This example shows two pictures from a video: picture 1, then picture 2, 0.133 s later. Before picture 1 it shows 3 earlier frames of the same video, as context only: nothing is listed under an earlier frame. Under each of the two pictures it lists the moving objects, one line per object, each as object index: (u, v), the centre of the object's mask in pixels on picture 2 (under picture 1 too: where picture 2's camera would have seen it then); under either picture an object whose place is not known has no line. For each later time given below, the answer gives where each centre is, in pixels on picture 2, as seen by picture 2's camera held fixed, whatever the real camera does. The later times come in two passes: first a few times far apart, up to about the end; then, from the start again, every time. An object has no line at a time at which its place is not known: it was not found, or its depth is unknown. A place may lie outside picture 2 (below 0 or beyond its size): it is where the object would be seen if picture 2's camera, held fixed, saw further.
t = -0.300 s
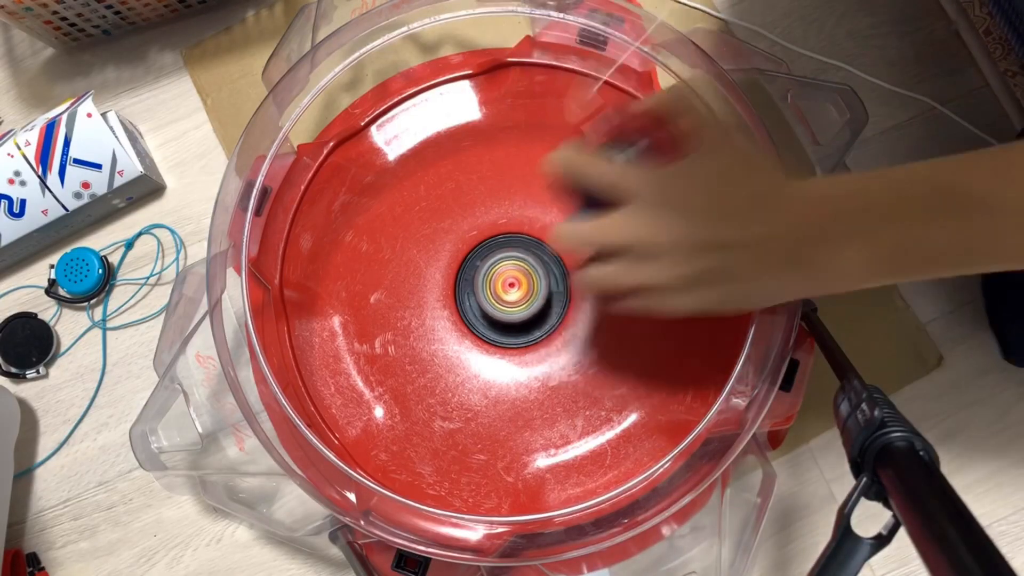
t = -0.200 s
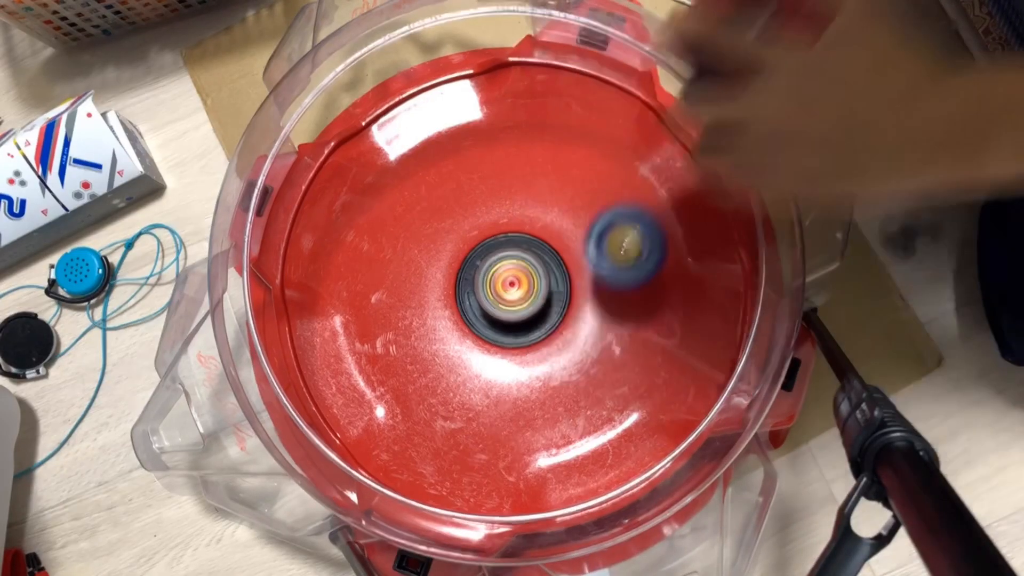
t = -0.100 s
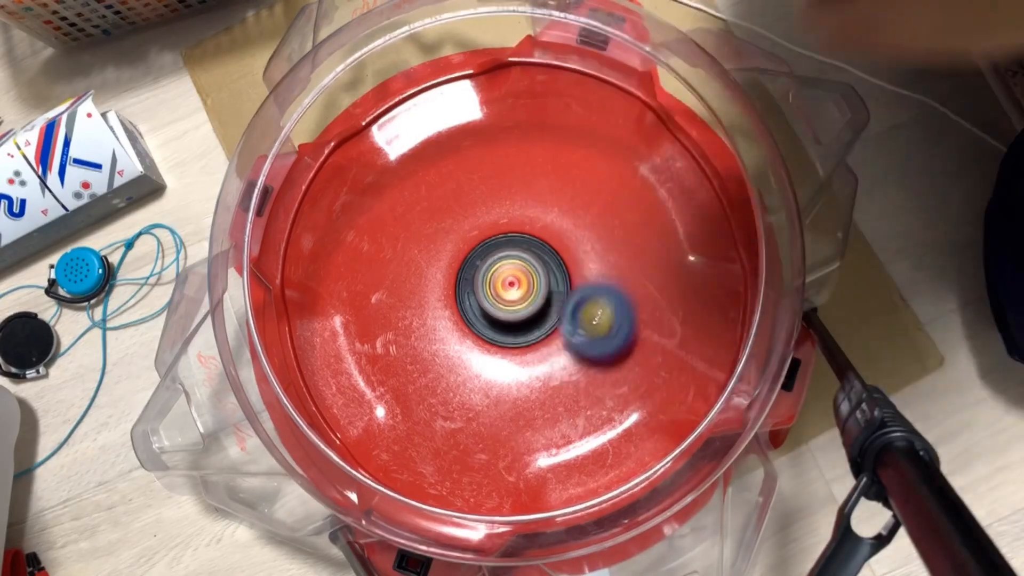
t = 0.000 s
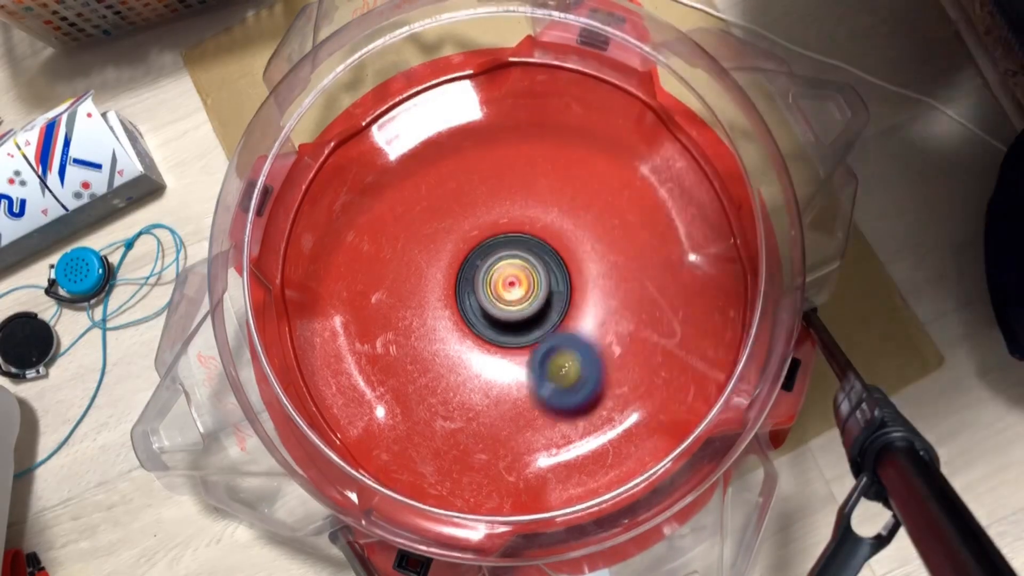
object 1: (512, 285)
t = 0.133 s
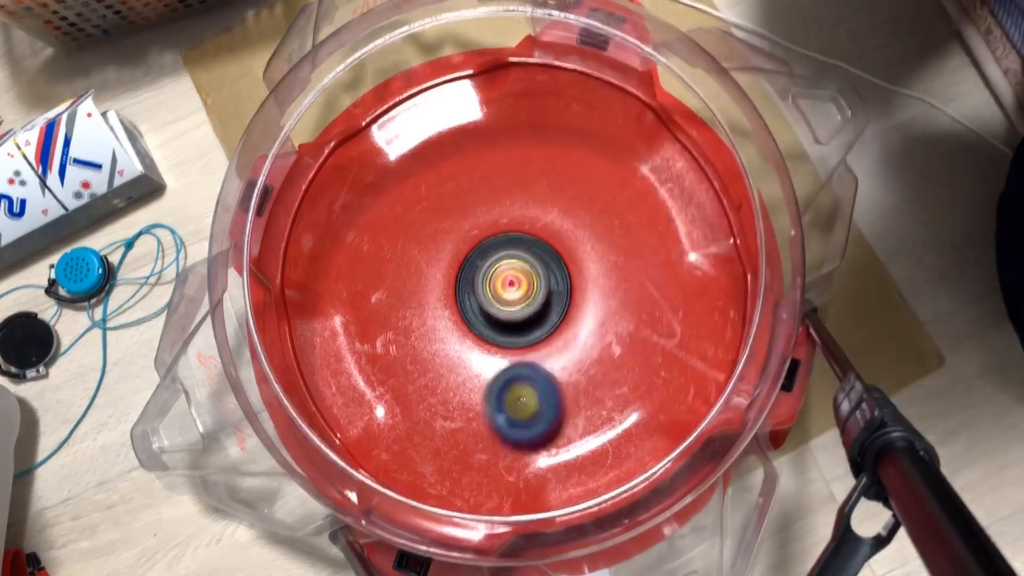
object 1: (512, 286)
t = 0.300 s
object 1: (512, 286)
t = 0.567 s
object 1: (512, 285)
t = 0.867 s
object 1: (512, 285)
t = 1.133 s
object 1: (512, 286)
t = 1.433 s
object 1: (512, 285)
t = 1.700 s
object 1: (513, 286)
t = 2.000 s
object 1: (513, 286)
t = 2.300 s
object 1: (515, 284)
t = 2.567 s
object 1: (513, 287)
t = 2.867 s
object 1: (513, 285)
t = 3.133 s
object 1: (483, 208)
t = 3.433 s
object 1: (458, 220)
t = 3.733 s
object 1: (478, 252)
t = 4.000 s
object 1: (400, 252)
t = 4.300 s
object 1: (440, 292)
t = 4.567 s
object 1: (521, 301)
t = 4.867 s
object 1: (508, 287)
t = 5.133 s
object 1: (511, 286)
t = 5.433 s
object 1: (512, 291)
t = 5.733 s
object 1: (519, 279)
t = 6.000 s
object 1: (503, 281)
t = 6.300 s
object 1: (510, 279)
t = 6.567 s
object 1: (514, 293)
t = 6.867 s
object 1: (514, 284)
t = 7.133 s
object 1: (510, 284)
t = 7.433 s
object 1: (513, 285)
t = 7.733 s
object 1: (449, 332)
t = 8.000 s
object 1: (443, 342)
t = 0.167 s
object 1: (512, 285)
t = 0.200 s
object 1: (511, 286)
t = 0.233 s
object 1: (512, 285)
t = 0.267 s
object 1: (512, 286)
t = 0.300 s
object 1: (512, 286)
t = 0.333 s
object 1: (512, 285)
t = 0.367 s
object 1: (512, 285)
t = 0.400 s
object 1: (513, 285)
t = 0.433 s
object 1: (512, 285)
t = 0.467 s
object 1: (512, 285)
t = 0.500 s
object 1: (512, 286)
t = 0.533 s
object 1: (512, 285)
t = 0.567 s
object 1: (512, 285)
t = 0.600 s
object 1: (512, 285)
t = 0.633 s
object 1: (512, 285)
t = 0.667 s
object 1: (512, 285)
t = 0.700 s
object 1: (512, 285)
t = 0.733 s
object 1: (512, 285)
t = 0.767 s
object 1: (512, 285)
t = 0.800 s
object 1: (512, 285)
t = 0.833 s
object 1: (512, 285)
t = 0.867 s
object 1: (512, 285)
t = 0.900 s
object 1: (512, 285)
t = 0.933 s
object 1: (512, 285)
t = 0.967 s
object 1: (512, 285)
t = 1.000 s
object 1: (512, 285)
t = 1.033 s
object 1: (513, 286)
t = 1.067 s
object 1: (512, 286)
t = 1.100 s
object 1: (512, 286)
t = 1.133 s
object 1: (512, 286)
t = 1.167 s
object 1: (513, 286)
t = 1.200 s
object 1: (512, 286)
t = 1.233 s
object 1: (512, 286)
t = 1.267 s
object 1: (512, 285)
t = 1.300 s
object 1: (512, 285)
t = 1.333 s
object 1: (512, 285)
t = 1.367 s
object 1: (512, 285)
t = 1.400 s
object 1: (512, 285)
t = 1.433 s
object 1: (512, 285)
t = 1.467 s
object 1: (512, 285)
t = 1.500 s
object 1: (512, 285)
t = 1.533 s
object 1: (512, 285)
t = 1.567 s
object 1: (512, 276)
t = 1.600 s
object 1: (519, 281)
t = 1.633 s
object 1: (511, 284)
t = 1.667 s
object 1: (517, 279)
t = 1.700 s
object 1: (513, 286)
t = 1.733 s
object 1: (514, 280)
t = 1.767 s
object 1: (512, 286)
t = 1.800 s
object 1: (510, 282)
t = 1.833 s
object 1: (511, 286)
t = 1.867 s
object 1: (510, 286)
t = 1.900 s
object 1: (512, 284)
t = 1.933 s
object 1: (512, 286)
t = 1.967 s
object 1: (513, 286)
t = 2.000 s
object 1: (513, 286)
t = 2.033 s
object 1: (513, 286)
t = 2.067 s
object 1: (513, 286)
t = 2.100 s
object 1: (513, 286)
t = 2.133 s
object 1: (513, 286)
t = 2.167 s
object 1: (513, 286)
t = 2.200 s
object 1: (513, 286)
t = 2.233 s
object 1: (513, 285)
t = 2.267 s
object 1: (513, 285)
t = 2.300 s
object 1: (515, 284)
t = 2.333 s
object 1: (519, 287)
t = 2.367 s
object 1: (513, 283)
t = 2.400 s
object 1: (516, 284)
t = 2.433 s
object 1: (511, 284)
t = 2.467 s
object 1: (512, 285)
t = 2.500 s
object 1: (510, 285)
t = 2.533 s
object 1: (511, 288)
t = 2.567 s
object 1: (513, 287)
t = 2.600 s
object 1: (513, 287)
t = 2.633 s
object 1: (513, 286)
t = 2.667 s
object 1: (512, 286)
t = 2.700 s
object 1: (512, 286)
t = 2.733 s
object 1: (513, 286)
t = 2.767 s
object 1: (513, 286)
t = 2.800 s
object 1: (513, 286)
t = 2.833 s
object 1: (513, 286)
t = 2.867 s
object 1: (513, 285)
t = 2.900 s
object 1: (512, 274)
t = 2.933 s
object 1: (509, 251)
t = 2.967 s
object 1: (506, 231)
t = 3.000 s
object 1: (503, 224)
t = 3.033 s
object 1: (498, 217)
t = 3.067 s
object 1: (493, 212)
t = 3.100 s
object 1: (489, 210)
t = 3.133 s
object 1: (483, 208)
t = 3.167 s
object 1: (478, 207)
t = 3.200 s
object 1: (473, 207)
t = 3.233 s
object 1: (468, 208)
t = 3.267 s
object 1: (463, 209)
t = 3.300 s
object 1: (461, 210)
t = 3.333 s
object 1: (459, 212)
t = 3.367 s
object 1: (458, 214)
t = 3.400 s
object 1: (458, 217)
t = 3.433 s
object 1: (458, 220)
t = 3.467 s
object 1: (460, 222)
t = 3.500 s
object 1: (463, 223)
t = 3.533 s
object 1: (466, 225)
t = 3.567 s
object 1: (471, 227)
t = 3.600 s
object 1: (475, 230)
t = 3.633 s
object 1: (479, 234)
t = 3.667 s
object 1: (483, 241)
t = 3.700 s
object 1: (487, 252)
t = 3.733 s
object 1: (478, 252)
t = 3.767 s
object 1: (450, 242)
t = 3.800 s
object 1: (427, 234)
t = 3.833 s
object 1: (409, 231)
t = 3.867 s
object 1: (399, 232)
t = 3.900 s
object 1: (394, 235)
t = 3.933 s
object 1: (394, 239)
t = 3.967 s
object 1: (396, 246)
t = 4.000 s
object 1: (400, 252)
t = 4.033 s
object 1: (406, 259)
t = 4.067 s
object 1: (413, 266)
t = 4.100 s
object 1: (420, 273)
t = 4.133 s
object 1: (425, 277)
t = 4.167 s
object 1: (424, 280)
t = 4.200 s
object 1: (425, 283)
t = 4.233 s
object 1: (429, 286)
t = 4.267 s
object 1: (434, 289)
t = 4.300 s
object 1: (440, 292)
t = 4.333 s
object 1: (447, 294)
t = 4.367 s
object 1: (456, 296)
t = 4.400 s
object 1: (466, 302)
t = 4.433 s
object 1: (479, 305)
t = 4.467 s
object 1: (491, 307)
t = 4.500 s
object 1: (502, 307)
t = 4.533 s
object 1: (513, 306)
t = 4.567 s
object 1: (521, 301)
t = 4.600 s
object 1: (526, 290)
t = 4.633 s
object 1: (521, 287)
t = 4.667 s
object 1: (511, 290)
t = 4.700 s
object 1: (504, 287)
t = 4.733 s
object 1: (509, 281)
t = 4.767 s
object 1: (509, 290)
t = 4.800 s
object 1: (506, 284)
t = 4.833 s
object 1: (513, 289)
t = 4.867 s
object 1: (508, 287)
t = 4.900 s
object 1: (514, 289)
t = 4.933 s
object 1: (513, 288)
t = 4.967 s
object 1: (514, 288)
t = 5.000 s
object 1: (514, 285)
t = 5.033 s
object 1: (513, 285)
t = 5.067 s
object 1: (511, 284)
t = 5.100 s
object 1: (512, 285)
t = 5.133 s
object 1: (511, 286)
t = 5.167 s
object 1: (513, 287)
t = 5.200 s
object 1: (512, 287)
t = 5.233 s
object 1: (514, 287)
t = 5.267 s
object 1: (514, 290)
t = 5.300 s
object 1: (512, 288)
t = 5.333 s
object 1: (515, 287)
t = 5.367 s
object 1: (519, 286)
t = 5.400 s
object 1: (523, 293)
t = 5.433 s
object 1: (512, 291)
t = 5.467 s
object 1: (521, 285)
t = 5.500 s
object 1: (518, 291)
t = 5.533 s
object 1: (517, 283)
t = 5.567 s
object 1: (519, 287)
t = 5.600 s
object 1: (514, 281)
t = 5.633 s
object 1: (521, 282)
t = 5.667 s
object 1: (523, 282)
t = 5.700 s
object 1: (522, 281)
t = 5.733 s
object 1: (519, 279)
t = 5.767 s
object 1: (518, 277)
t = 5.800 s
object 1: (515, 276)
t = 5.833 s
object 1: (512, 276)
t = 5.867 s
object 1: (510, 277)
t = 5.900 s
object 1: (507, 278)
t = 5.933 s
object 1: (507, 273)
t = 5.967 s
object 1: (512, 280)
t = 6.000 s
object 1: (503, 281)
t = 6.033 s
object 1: (507, 278)
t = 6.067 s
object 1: (506, 289)
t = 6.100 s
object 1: (502, 285)
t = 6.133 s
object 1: (511, 287)
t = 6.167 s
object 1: (504, 292)
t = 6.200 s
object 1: (503, 282)
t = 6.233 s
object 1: (503, 280)
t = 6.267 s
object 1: (502, 278)
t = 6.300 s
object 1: (510, 279)
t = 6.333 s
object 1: (503, 286)
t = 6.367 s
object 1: (502, 282)
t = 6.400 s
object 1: (510, 288)
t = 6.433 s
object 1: (504, 290)
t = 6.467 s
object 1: (509, 285)
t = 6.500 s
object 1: (508, 293)
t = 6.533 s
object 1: (510, 288)
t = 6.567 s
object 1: (514, 293)
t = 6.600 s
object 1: (515, 288)
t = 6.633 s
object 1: (517, 289)
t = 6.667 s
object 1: (517, 286)
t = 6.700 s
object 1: (517, 286)
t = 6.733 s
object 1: (510, 279)
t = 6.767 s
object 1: (517, 276)
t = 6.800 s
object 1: (514, 286)
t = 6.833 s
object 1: (510, 278)
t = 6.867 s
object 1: (514, 284)
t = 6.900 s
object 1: (507, 284)
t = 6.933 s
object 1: (512, 285)
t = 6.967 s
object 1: (510, 287)
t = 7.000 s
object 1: (512, 287)
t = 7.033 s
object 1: (512, 287)
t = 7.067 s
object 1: (514, 286)
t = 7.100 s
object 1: (509, 287)
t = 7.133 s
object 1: (510, 284)
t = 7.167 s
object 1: (511, 288)
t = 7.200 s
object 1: (513, 287)
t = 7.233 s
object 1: (513, 288)
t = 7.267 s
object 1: (513, 285)
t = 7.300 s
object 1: (512, 286)
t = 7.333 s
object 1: (511, 285)
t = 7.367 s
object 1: (513, 285)
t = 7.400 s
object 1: (512, 286)
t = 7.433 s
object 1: (513, 285)
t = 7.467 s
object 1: (509, 288)
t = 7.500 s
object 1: (502, 284)
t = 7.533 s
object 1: (483, 290)
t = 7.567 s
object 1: (466, 297)
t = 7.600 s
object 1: (458, 302)
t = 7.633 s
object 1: (456, 309)
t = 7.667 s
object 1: (453, 317)
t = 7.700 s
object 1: (452, 326)
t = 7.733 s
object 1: (449, 332)
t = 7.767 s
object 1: (446, 337)
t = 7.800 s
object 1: (445, 340)
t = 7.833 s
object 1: (444, 341)
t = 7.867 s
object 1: (444, 342)
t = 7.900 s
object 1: (443, 342)
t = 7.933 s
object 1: (443, 342)
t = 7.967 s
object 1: (443, 342)
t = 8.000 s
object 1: (443, 342)
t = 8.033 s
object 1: (443, 341)
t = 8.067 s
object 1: (443, 340)
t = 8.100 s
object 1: (445, 338)
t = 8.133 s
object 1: (446, 335)
